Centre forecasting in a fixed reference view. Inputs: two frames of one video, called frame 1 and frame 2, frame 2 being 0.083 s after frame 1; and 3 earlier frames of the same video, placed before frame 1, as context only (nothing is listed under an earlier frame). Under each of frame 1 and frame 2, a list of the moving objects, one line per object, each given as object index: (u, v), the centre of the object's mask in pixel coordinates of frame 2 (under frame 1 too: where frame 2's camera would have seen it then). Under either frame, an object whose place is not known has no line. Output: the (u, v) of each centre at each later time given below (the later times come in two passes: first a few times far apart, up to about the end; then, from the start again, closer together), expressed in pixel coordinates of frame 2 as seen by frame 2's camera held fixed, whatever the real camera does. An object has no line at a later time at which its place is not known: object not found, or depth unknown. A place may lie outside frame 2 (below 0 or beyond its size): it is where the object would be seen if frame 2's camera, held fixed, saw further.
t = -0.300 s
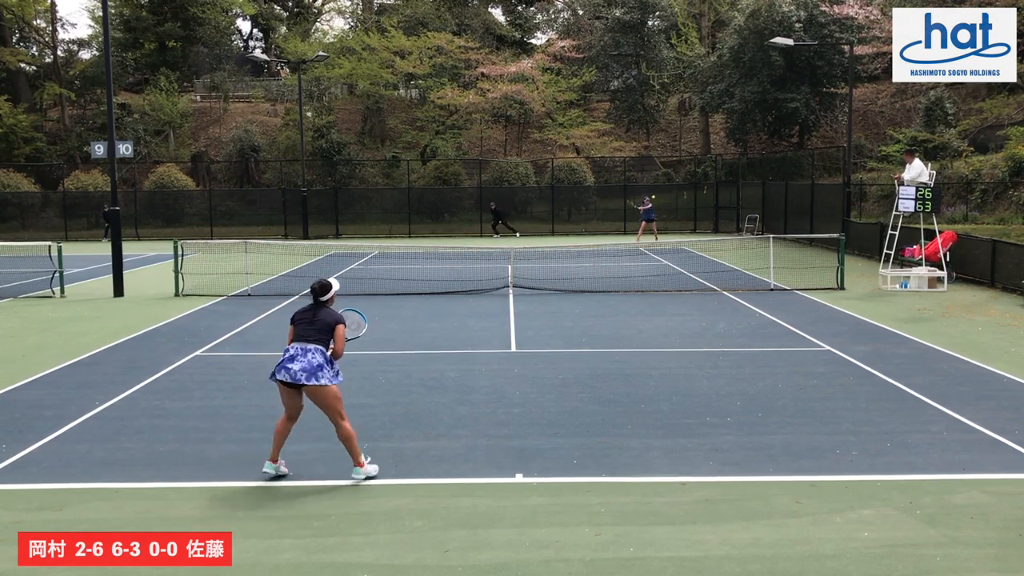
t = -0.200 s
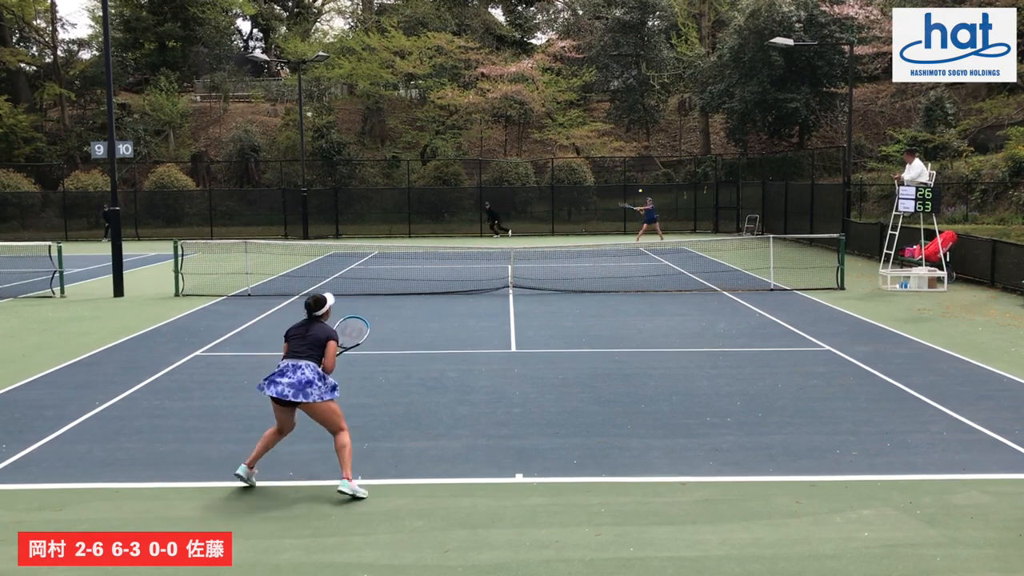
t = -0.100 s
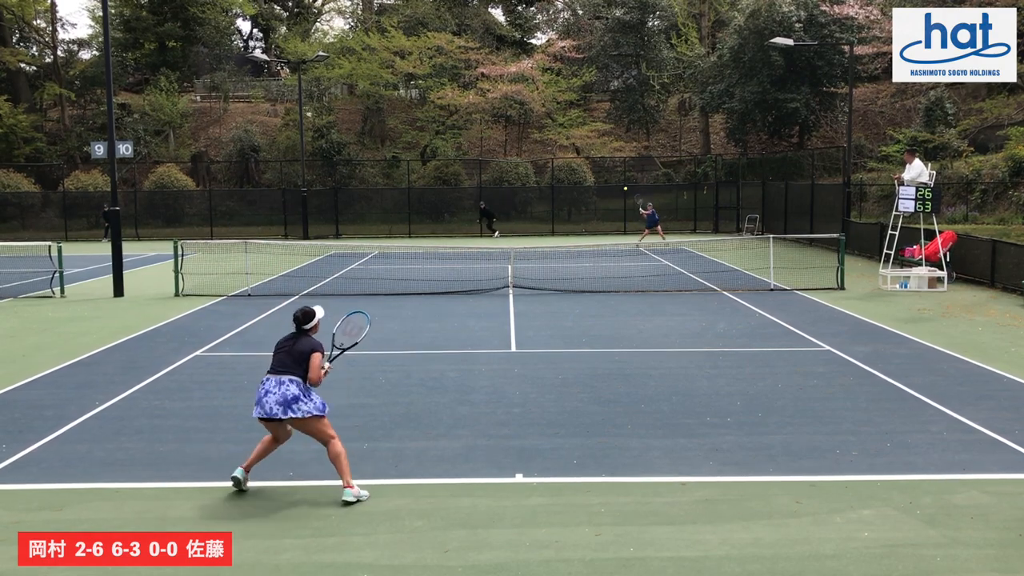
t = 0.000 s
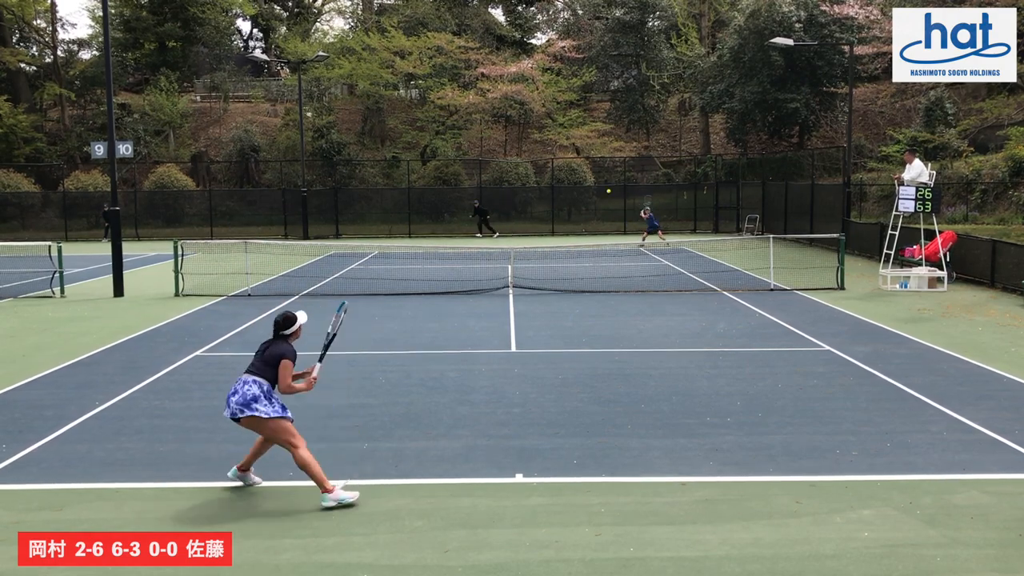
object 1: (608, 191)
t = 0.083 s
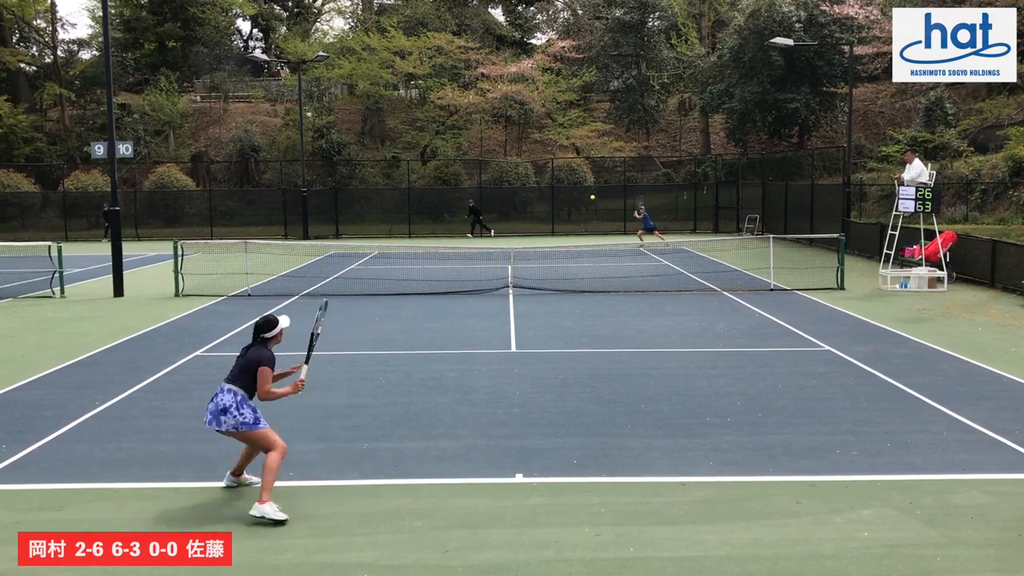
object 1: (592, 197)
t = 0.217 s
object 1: (561, 218)
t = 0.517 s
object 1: (452, 357)
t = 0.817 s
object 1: (275, 405)
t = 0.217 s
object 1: (561, 218)
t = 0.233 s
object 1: (557, 222)
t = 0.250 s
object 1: (553, 227)
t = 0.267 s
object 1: (548, 231)
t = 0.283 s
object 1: (543, 235)
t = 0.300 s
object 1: (539, 240)
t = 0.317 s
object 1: (533, 246)
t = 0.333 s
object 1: (527, 252)
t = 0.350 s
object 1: (522, 259)
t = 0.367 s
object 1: (515, 266)
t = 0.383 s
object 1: (509, 274)
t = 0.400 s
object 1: (504, 282)
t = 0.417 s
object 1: (497, 290)
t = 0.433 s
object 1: (490, 299)
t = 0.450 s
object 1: (483, 309)
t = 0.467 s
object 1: (476, 320)
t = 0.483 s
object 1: (468, 332)
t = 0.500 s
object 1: (460, 343)
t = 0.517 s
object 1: (452, 357)
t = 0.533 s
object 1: (442, 371)
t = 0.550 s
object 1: (433, 386)
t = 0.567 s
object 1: (423, 403)
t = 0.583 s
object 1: (413, 419)
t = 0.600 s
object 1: (406, 416)
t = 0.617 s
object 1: (398, 413)
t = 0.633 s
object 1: (390, 411)
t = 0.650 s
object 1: (382, 408)
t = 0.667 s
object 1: (373, 406)
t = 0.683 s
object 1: (364, 405)
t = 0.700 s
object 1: (354, 403)
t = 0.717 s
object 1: (345, 402)
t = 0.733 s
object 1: (335, 402)
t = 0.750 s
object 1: (324, 401)
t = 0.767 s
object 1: (313, 401)
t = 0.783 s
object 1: (301, 402)
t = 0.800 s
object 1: (288, 403)
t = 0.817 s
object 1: (275, 405)
